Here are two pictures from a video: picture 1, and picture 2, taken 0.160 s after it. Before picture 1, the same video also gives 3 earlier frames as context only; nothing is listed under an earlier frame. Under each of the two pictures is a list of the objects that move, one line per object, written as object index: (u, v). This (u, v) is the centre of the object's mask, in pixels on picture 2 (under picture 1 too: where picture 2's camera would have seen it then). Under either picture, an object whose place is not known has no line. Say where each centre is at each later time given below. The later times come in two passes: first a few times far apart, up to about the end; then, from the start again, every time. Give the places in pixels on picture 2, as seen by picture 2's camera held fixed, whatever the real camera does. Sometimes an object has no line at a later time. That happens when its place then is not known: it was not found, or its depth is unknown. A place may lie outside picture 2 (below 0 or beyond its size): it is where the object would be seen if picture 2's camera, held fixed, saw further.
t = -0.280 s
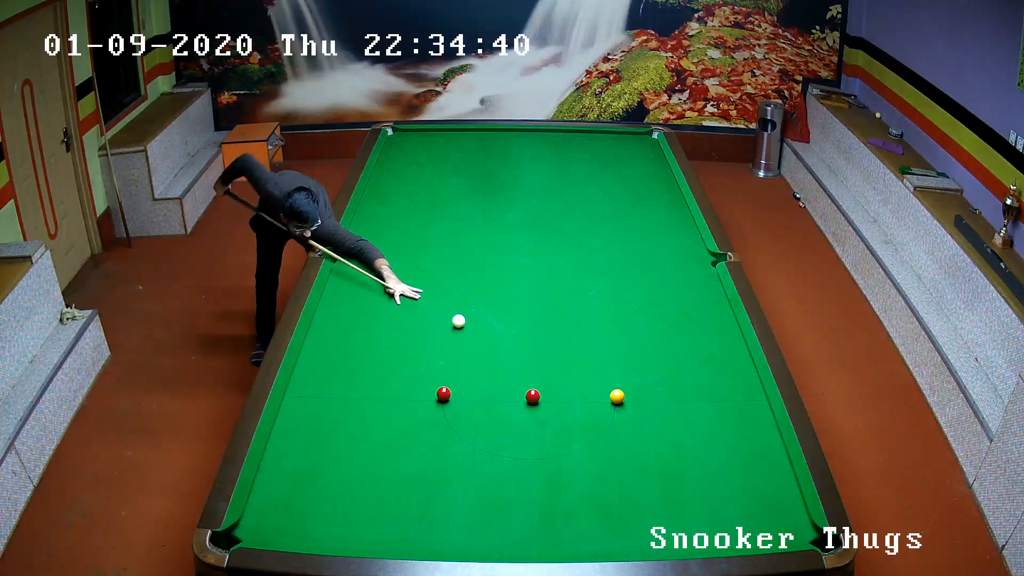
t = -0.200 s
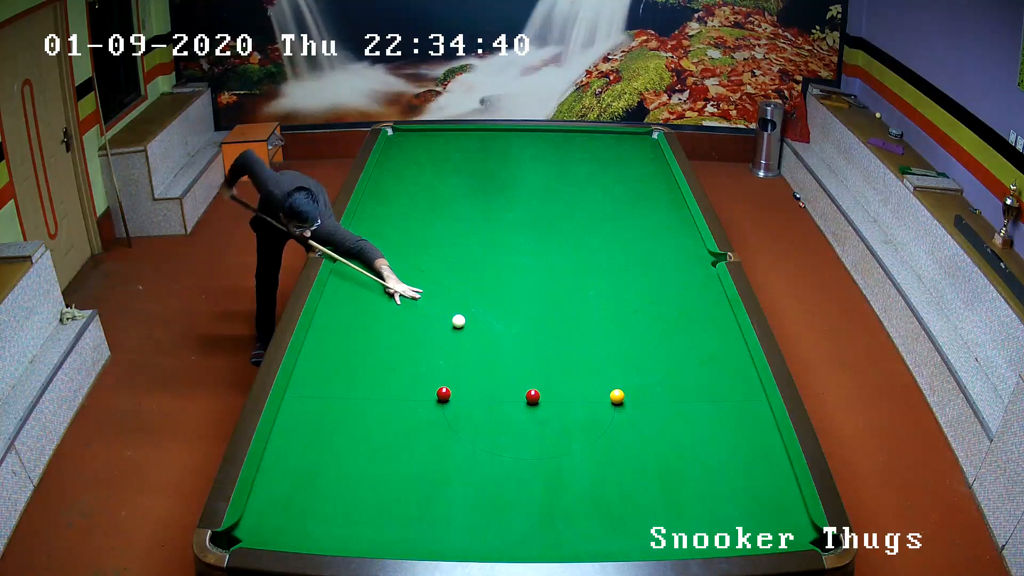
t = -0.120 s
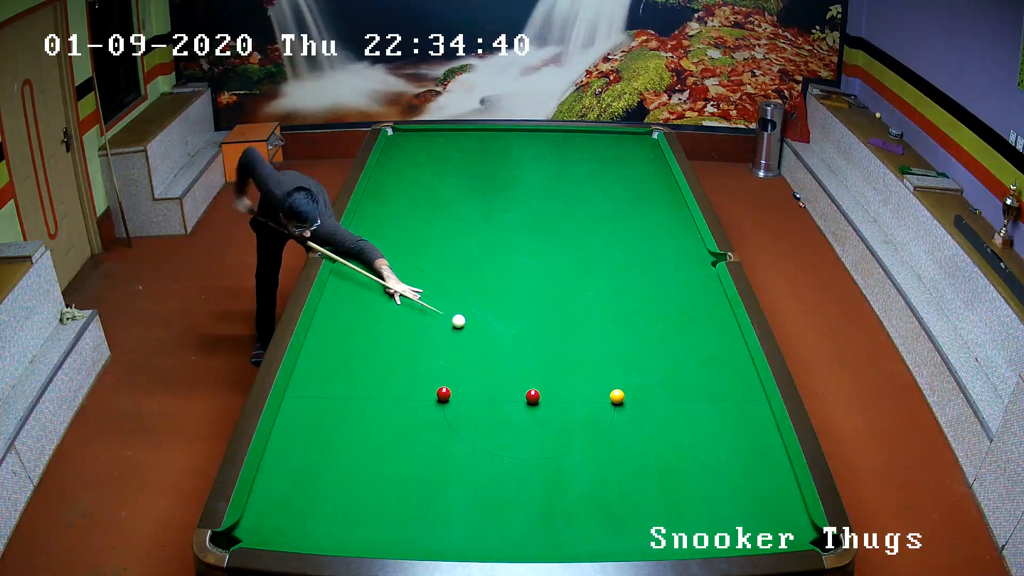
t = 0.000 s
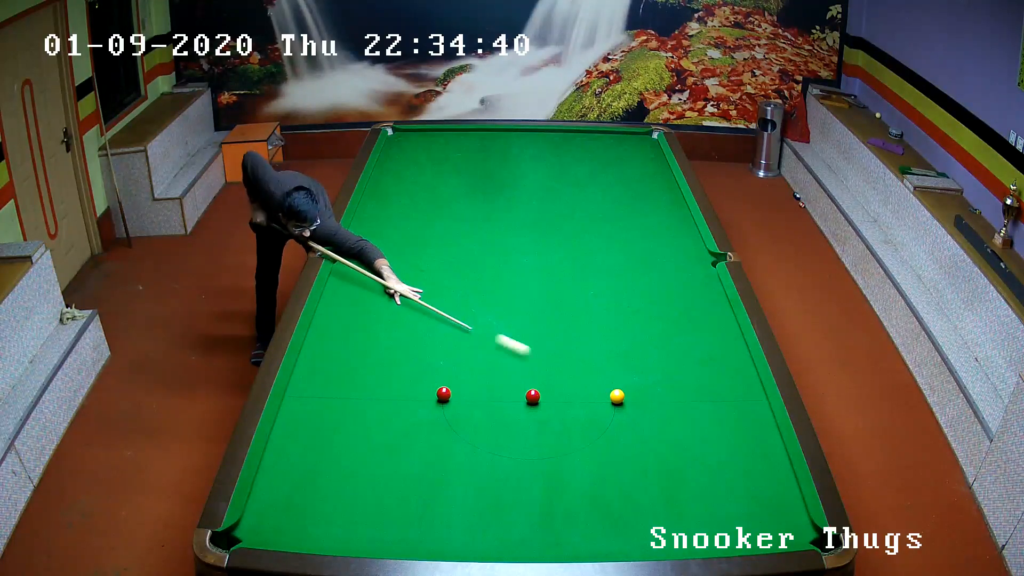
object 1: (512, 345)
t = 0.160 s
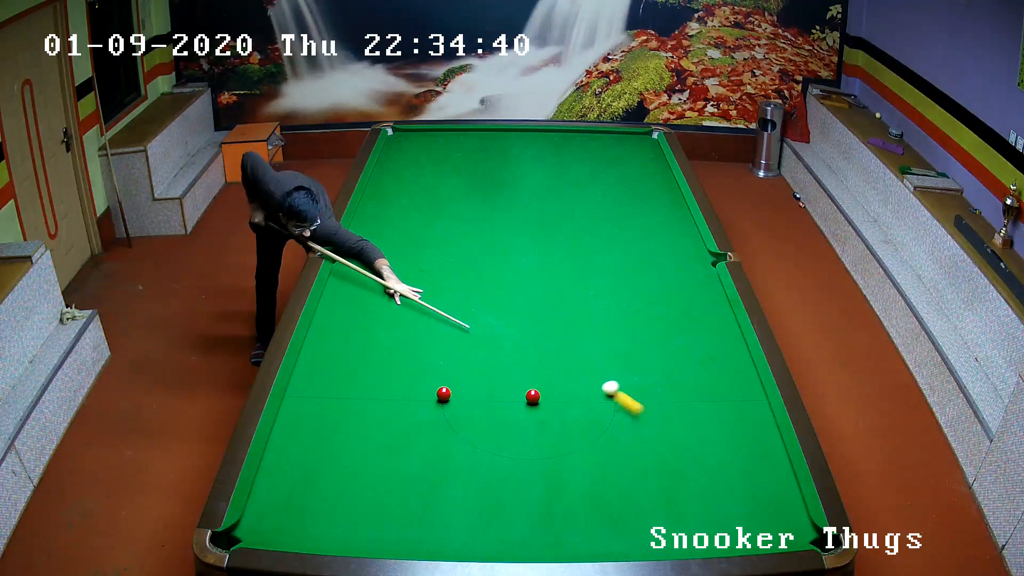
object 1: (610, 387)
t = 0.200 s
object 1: (616, 387)
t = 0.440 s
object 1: (645, 380)
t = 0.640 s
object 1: (667, 375)
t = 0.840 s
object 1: (687, 370)
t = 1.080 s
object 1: (710, 364)
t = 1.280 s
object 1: (727, 360)
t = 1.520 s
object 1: (744, 355)
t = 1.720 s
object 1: (733, 353)
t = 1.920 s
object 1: (723, 350)
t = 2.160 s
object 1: (711, 348)
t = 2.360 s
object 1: (703, 346)
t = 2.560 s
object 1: (696, 344)
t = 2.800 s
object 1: (688, 343)
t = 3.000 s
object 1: (683, 342)
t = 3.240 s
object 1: (677, 341)
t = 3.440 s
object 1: (674, 340)
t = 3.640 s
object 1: (671, 340)
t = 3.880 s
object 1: (670, 340)
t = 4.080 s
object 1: (669, 340)
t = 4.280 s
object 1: (669, 340)
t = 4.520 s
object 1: (669, 340)
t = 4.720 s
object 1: (669, 340)
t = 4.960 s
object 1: (669, 340)
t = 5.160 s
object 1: (669, 340)
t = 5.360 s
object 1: (669, 340)
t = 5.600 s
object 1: (669, 340)
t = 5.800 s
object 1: (669, 340)
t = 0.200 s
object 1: (616, 387)
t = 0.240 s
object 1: (621, 385)
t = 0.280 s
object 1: (626, 384)
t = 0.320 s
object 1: (631, 383)
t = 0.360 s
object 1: (635, 382)
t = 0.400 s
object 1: (640, 381)
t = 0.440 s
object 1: (645, 380)
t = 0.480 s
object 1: (649, 379)
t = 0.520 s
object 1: (654, 378)
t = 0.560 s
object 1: (658, 377)
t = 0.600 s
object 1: (663, 376)
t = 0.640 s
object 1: (667, 375)
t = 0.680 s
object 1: (671, 374)
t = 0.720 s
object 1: (675, 373)
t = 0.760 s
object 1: (679, 372)
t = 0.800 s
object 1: (683, 371)
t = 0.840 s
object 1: (687, 370)
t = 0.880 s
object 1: (691, 369)
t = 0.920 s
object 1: (695, 368)
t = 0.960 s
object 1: (699, 367)
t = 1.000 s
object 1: (702, 366)
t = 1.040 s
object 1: (706, 365)
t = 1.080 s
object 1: (710, 364)
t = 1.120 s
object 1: (713, 363)
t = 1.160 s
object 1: (717, 362)
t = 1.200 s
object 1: (720, 361)
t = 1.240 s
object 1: (724, 361)
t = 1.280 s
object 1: (727, 360)
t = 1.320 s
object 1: (730, 359)
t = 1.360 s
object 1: (733, 358)
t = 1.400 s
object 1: (736, 357)
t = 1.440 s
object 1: (740, 357)
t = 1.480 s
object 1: (743, 356)
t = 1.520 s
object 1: (744, 355)
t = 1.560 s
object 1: (742, 355)
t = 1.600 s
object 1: (740, 354)
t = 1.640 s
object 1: (737, 353)
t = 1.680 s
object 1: (735, 353)
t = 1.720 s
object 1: (733, 353)
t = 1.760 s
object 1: (731, 352)
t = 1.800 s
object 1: (729, 352)
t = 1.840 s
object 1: (727, 351)
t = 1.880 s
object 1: (725, 351)
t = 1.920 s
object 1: (723, 350)
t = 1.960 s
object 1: (720, 350)
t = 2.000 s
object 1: (719, 349)
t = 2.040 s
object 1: (717, 349)
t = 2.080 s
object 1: (715, 349)
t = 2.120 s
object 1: (713, 348)
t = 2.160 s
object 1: (711, 348)
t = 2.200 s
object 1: (710, 347)
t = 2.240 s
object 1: (708, 347)
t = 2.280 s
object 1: (706, 347)
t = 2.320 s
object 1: (705, 346)
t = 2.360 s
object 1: (703, 346)
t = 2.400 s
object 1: (701, 346)
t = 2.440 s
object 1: (700, 345)
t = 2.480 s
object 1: (698, 345)
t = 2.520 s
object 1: (697, 344)
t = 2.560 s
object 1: (696, 344)
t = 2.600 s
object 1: (694, 344)
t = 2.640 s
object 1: (693, 344)
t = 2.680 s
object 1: (692, 343)
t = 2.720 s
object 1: (690, 343)
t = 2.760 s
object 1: (689, 343)
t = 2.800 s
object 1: (688, 343)
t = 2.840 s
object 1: (687, 342)
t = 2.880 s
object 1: (686, 342)
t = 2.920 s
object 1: (685, 342)
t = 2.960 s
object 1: (684, 342)
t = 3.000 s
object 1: (683, 342)
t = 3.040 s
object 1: (682, 341)
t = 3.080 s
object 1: (681, 341)
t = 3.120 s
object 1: (680, 341)
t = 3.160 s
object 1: (679, 341)
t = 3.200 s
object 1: (678, 341)
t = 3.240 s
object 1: (677, 341)
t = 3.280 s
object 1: (677, 341)
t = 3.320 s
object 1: (676, 341)
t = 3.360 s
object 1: (675, 340)
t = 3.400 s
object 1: (675, 340)
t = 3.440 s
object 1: (674, 340)
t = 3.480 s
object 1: (674, 340)
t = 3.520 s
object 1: (673, 340)
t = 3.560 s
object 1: (672, 340)
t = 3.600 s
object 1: (672, 340)
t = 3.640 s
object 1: (671, 340)
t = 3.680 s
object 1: (671, 340)
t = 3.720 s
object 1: (671, 340)
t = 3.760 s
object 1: (670, 340)
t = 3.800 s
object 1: (670, 340)
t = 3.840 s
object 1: (670, 340)
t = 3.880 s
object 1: (670, 340)
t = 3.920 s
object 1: (670, 340)
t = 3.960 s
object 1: (669, 340)
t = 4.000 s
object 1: (669, 340)
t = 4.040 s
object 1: (669, 340)
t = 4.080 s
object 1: (669, 340)
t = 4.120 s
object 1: (669, 340)
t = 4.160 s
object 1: (669, 340)
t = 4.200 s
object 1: (669, 340)
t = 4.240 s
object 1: (669, 340)
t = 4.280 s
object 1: (669, 340)
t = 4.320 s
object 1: (669, 340)
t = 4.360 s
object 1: (669, 340)
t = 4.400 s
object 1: (669, 340)
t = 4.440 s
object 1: (669, 340)
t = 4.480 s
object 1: (669, 340)
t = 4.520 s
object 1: (669, 340)
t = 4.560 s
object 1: (669, 340)
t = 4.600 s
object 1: (669, 340)
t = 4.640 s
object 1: (669, 340)
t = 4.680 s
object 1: (669, 340)
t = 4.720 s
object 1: (669, 340)
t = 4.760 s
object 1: (669, 340)
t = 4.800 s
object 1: (669, 340)
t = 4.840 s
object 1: (669, 340)
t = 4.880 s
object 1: (669, 340)
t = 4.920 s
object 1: (669, 340)
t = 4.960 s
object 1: (669, 340)
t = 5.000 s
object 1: (669, 340)
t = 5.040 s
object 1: (669, 340)
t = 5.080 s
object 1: (669, 340)
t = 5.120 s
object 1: (669, 340)
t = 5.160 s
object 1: (669, 340)
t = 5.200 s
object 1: (669, 340)
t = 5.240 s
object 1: (669, 340)
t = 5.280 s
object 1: (669, 340)
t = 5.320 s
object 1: (669, 340)
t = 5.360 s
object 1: (669, 340)
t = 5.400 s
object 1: (669, 340)
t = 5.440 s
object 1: (669, 340)
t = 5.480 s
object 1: (669, 340)
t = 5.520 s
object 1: (669, 340)
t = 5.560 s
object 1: (669, 340)
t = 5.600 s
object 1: (669, 340)
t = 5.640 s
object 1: (669, 340)
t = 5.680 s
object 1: (669, 340)
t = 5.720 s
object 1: (669, 340)
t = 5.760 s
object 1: (669, 340)
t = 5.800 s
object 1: (669, 340)
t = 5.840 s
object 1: (669, 340)
